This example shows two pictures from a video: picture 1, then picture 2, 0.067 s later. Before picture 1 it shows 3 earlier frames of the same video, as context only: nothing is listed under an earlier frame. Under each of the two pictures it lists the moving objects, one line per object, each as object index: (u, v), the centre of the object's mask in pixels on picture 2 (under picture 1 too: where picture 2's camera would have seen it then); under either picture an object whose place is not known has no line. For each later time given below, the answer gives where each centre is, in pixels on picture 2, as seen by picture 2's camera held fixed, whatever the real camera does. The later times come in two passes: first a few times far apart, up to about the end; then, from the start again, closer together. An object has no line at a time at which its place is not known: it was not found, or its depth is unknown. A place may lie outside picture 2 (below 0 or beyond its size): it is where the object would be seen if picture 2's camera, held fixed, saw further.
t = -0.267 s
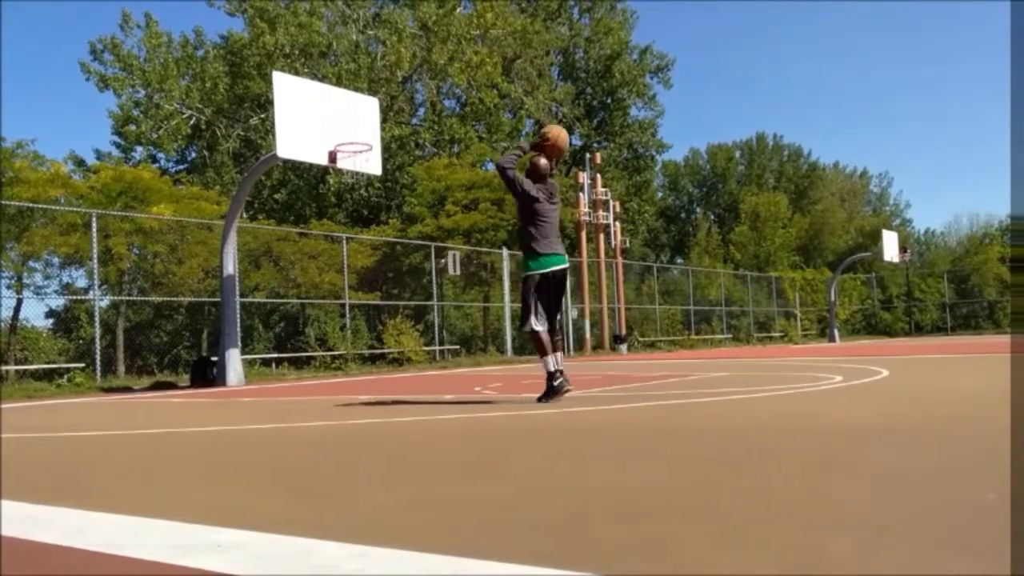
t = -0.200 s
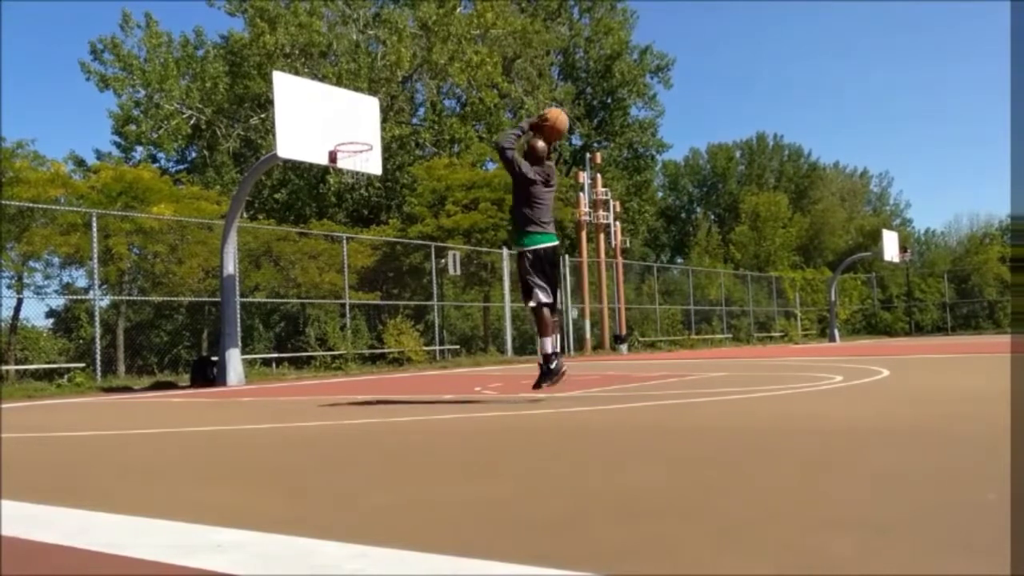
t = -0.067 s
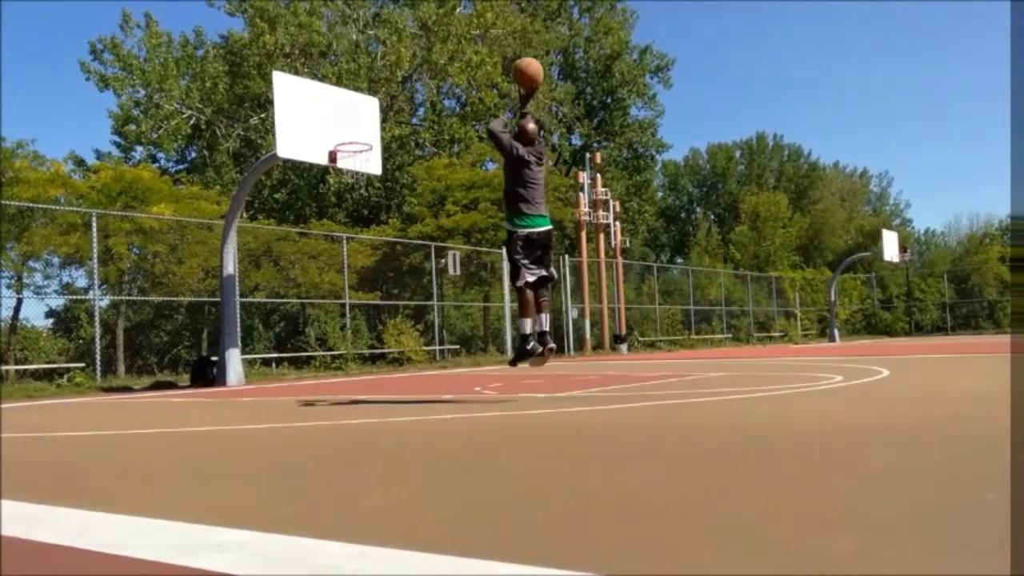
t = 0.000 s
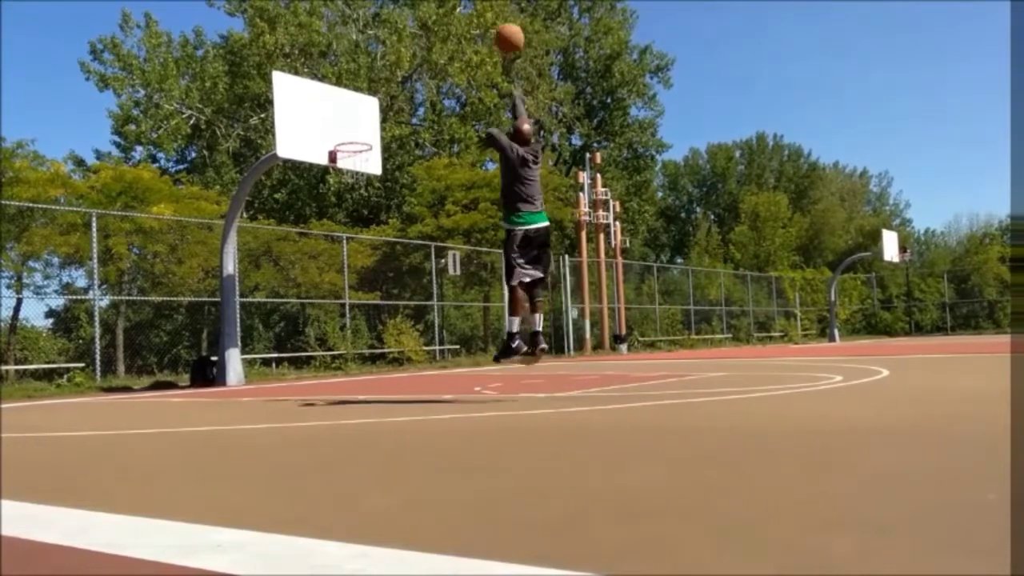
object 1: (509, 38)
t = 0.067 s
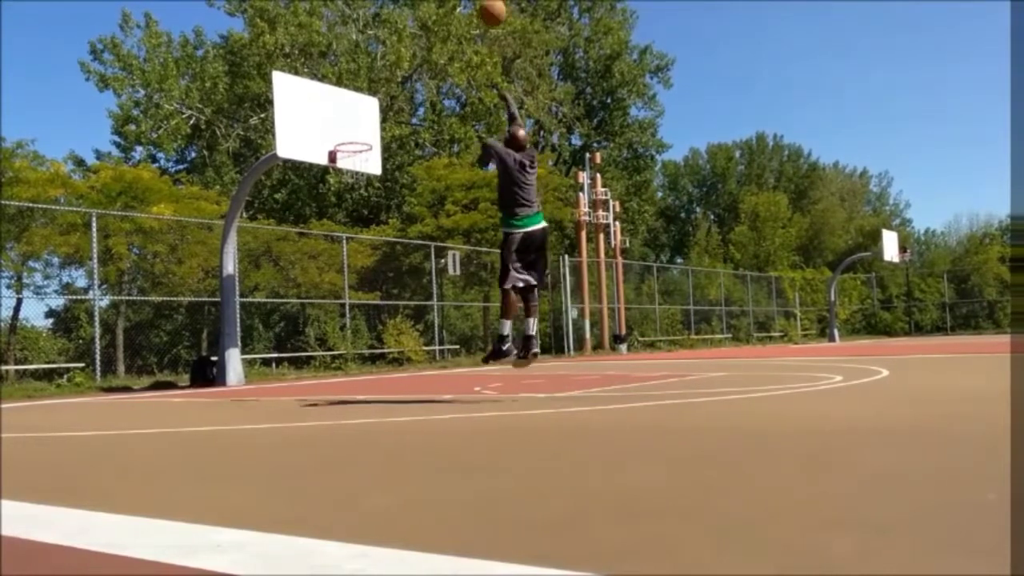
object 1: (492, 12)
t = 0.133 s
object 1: (477, 3)
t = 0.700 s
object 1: (386, 16)
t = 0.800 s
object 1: (375, 47)
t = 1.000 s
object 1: (356, 121)
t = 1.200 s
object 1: (353, 158)
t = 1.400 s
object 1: (354, 169)
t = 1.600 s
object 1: (356, 193)
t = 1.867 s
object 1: (359, 267)
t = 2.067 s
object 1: (361, 354)
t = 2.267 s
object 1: (361, 314)
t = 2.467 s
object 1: (361, 267)
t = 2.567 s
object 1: (361, 255)
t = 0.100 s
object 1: (484, 7)
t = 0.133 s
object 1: (477, 3)
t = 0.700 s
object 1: (386, 16)
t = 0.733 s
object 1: (381, 26)
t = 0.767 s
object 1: (378, 36)
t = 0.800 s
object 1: (375, 47)
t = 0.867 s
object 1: (368, 68)
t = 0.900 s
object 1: (366, 81)
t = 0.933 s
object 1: (362, 94)
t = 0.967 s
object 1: (359, 108)
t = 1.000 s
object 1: (356, 121)
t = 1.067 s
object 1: (352, 149)
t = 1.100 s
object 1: (352, 150)
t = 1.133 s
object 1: (352, 151)
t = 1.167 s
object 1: (353, 155)
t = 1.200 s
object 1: (353, 158)
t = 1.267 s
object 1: (353, 161)
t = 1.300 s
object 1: (354, 162)
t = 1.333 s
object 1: (354, 163)
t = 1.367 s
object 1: (354, 166)
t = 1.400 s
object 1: (354, 169)
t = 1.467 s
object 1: (355, 178)
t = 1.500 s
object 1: (354, 180)
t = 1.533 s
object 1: (355, 184)
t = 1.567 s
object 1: (355, 188)
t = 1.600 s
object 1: (356, 193)
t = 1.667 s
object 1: (356, 208)
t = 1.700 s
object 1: (357, 214)
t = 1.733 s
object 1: (357, 221)
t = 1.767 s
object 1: (357, 232)
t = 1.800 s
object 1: (358, 244)
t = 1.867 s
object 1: (359, 267)
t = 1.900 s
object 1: (359, 280)
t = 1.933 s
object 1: (359, 292)
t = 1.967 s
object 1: (360, 307)
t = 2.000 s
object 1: (360, 322)
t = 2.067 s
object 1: (361, 354)
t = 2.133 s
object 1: (361, 364)
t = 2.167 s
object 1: (361, 350)
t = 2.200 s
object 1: (361, 336)
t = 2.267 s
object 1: (361, 314)
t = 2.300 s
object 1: (361, 304)
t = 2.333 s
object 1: (360, 296)
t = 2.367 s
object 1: (360, 287)
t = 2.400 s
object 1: (360, 280)
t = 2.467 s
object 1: (361, 267)
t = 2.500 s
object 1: (361, 263)
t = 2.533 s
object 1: (361, 259)
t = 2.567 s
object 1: (361, 255)
